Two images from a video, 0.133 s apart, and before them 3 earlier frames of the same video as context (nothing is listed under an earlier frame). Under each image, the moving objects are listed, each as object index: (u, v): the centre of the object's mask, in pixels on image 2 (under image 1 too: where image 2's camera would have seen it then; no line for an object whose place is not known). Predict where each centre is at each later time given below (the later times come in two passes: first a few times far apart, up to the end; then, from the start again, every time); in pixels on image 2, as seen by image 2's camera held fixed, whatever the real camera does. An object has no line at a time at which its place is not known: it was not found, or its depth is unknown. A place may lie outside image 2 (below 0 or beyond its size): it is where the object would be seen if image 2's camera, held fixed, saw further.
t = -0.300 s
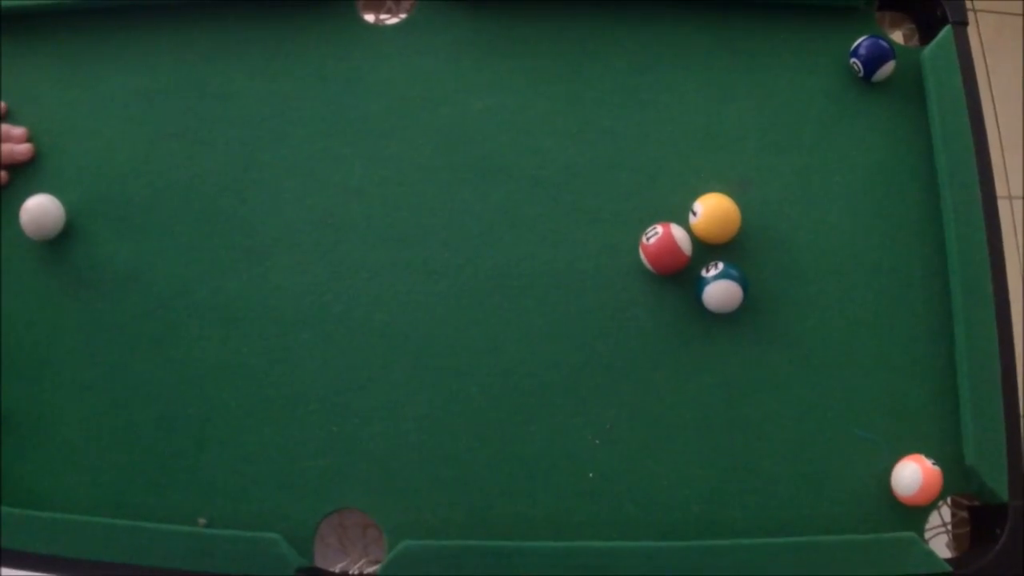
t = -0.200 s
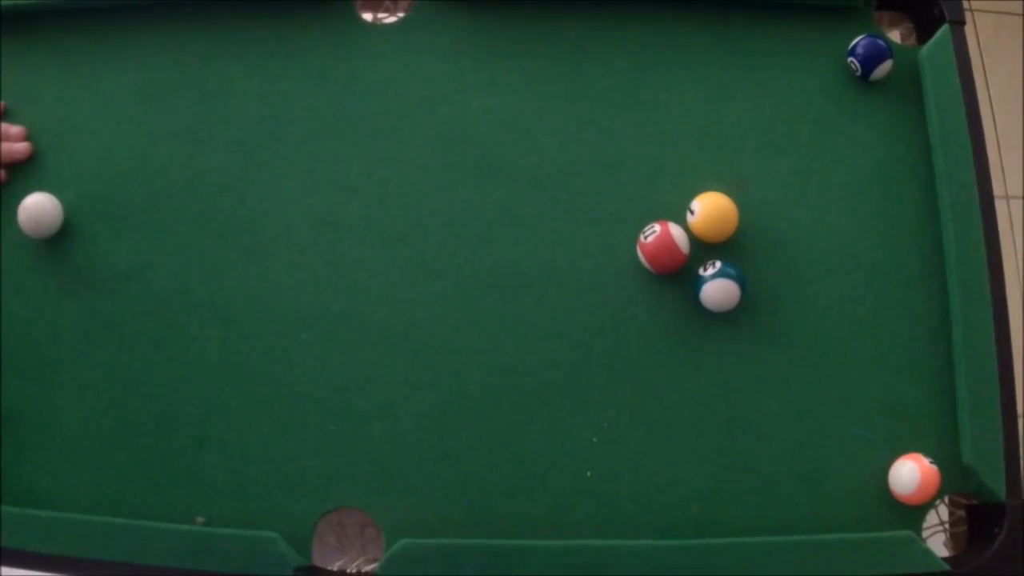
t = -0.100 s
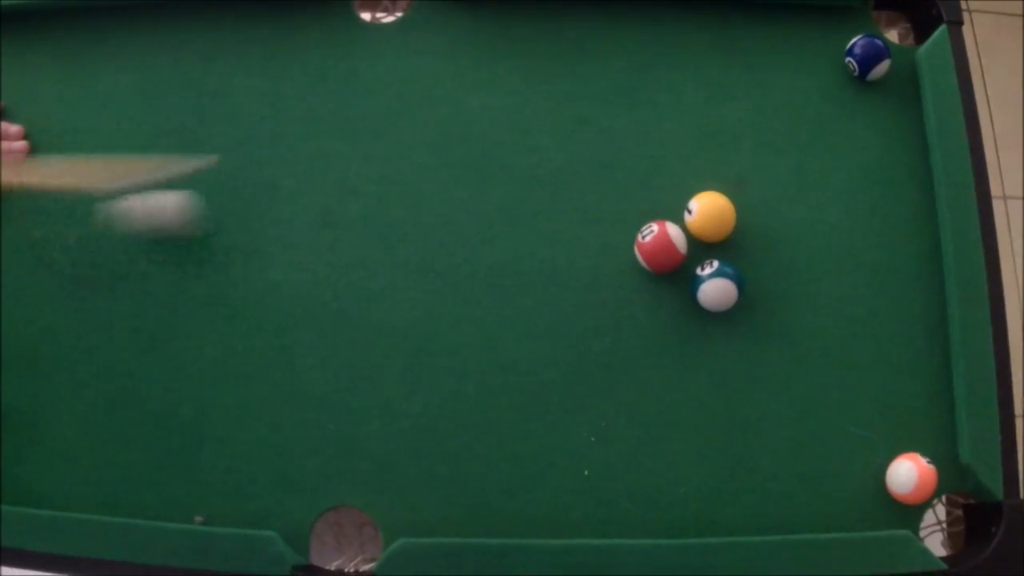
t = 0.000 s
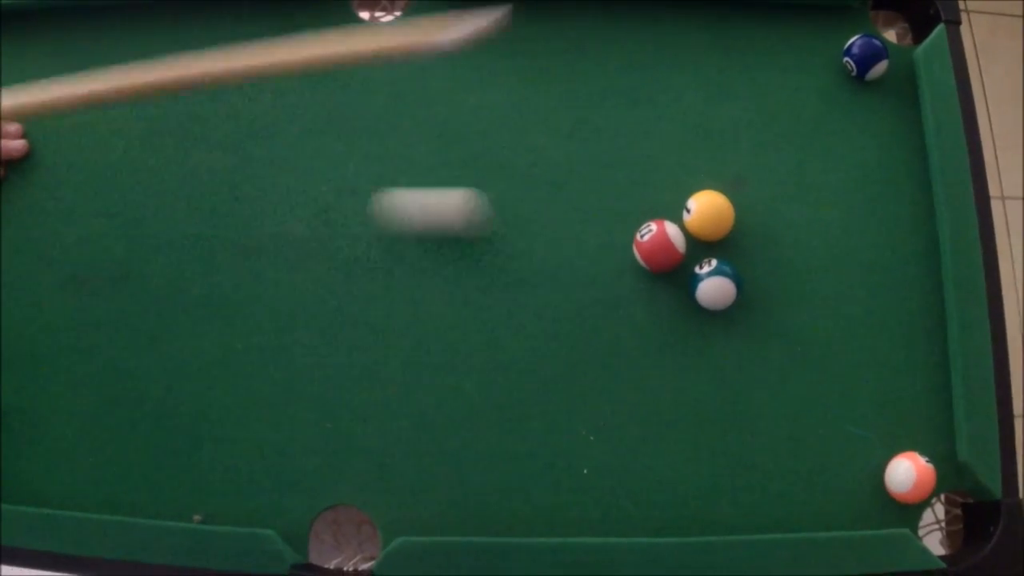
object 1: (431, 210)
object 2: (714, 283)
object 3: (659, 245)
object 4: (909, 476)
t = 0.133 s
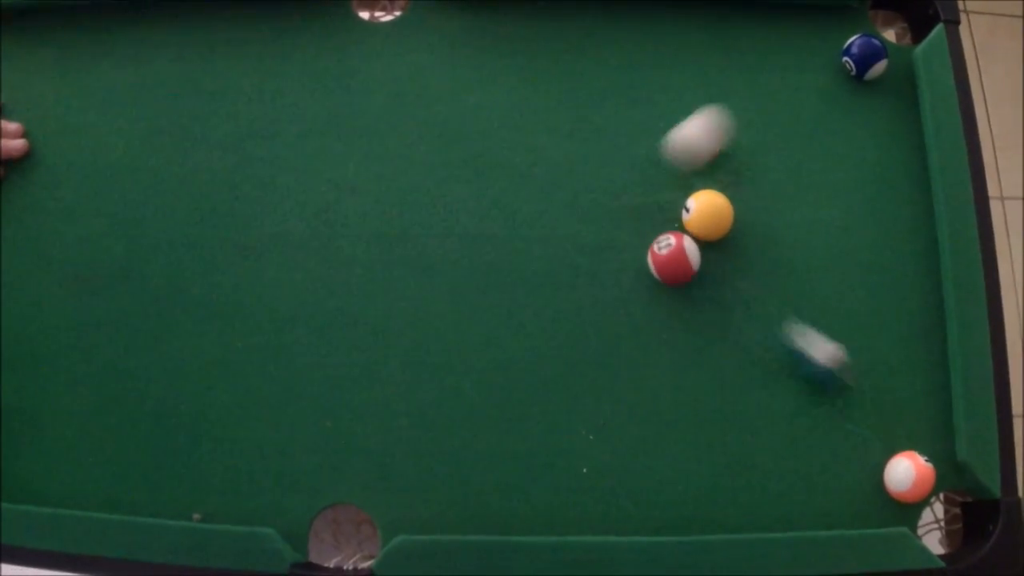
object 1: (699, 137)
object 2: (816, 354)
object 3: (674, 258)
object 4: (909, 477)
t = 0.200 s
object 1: (785, 84)
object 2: (892, 415)
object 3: (677, 262)
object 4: (909, 477)
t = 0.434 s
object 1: (801, 48)
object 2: (847, 465)
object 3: (684, 270)
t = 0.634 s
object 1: (780, 91)
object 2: (773, 505)
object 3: (684, 271)
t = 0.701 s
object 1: (773, 104)
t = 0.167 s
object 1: (742, 109)
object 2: (861, 386)
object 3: (675, 260)
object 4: (909, 477)
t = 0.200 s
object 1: (785, 84)
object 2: (892, 415)
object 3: (677, 262)
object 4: (909, 477)
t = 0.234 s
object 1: (818, 62)
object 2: (928, 425)
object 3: (678, 263)
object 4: (909, 492)
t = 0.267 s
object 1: (820, 46)
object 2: (916, 431)
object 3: (680, 265)
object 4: (914, 501)
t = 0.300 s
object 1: (821, 32)
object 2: (901, 437)
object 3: (681, 267)
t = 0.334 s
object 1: (815, 23)
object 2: (887, 444)
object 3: (682, 268)
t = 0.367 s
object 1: (809, 33)
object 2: (875, 451)
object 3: (683, 269)
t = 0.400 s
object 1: (805, 41)
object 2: (861, 458)
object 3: (683, 270)
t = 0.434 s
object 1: (801, 48)
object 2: (847, 465)
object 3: (684, 270)
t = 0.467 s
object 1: (798, 55)
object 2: (834, 473)
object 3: (684, 270)
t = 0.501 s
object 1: (795, 63)
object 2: (824, 480)
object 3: (685, 271)
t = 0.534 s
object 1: (791, 70)
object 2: (811, 487)
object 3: (684, 271)
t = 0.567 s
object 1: (787, 77)
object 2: (798, 494)
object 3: (683, 271)
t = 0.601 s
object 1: (784, 84)
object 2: (785, 502)
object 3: (684, 271)
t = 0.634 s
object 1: (780, 91)
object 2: (773, 505)
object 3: (684, 271)
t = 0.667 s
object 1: (777, 98)
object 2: (762, 504)
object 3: (683, 270)
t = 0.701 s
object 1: (773, 104)
